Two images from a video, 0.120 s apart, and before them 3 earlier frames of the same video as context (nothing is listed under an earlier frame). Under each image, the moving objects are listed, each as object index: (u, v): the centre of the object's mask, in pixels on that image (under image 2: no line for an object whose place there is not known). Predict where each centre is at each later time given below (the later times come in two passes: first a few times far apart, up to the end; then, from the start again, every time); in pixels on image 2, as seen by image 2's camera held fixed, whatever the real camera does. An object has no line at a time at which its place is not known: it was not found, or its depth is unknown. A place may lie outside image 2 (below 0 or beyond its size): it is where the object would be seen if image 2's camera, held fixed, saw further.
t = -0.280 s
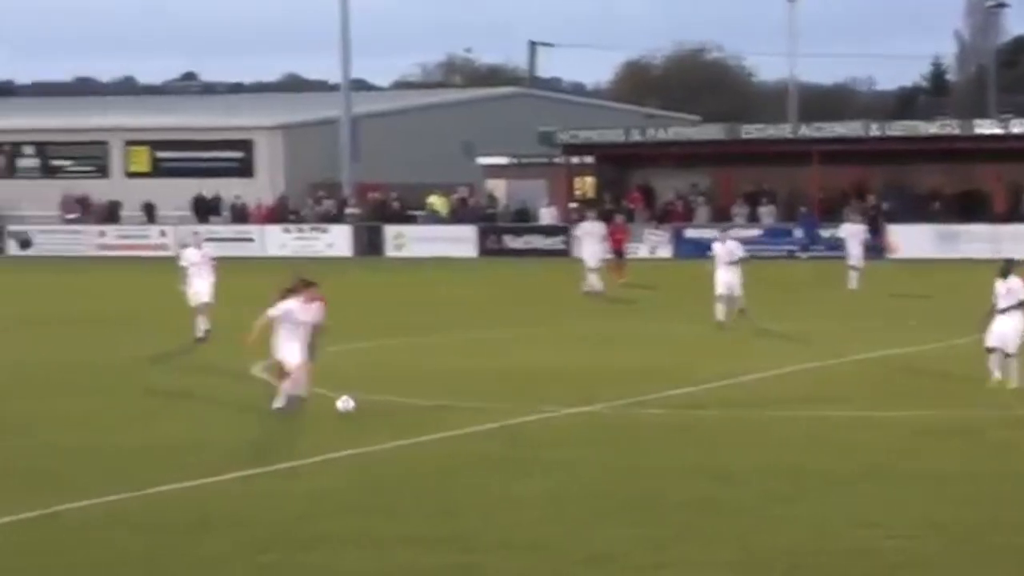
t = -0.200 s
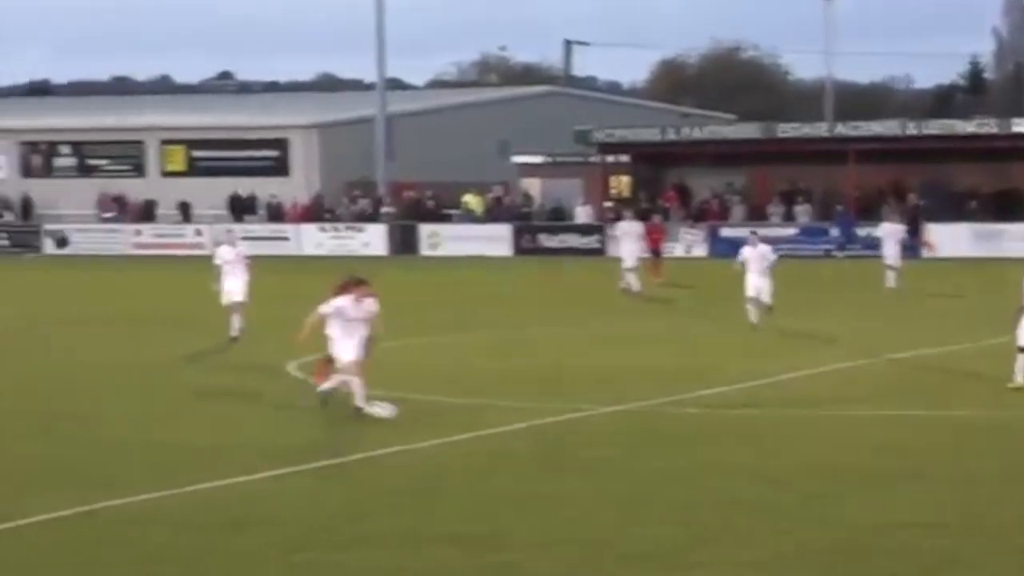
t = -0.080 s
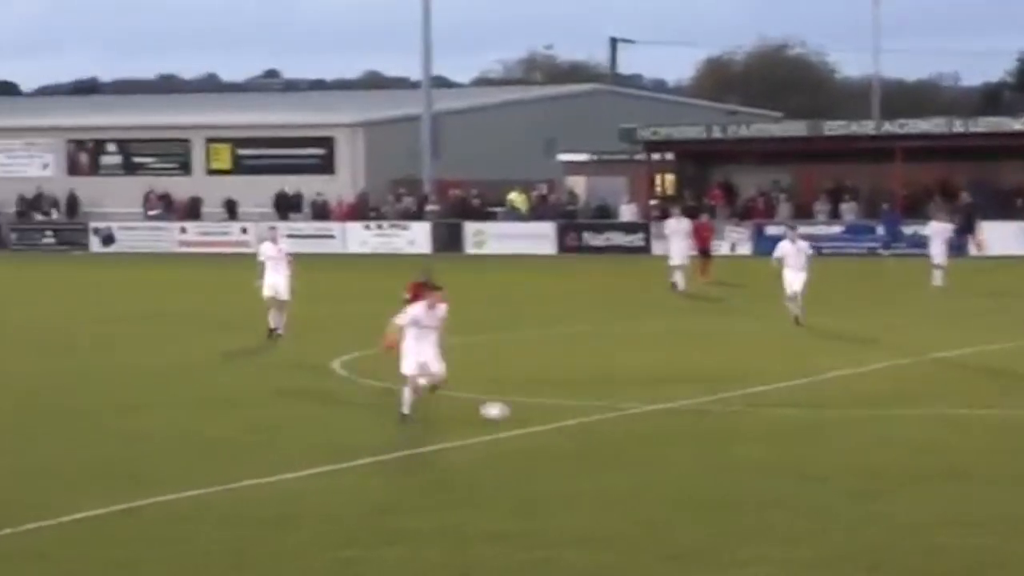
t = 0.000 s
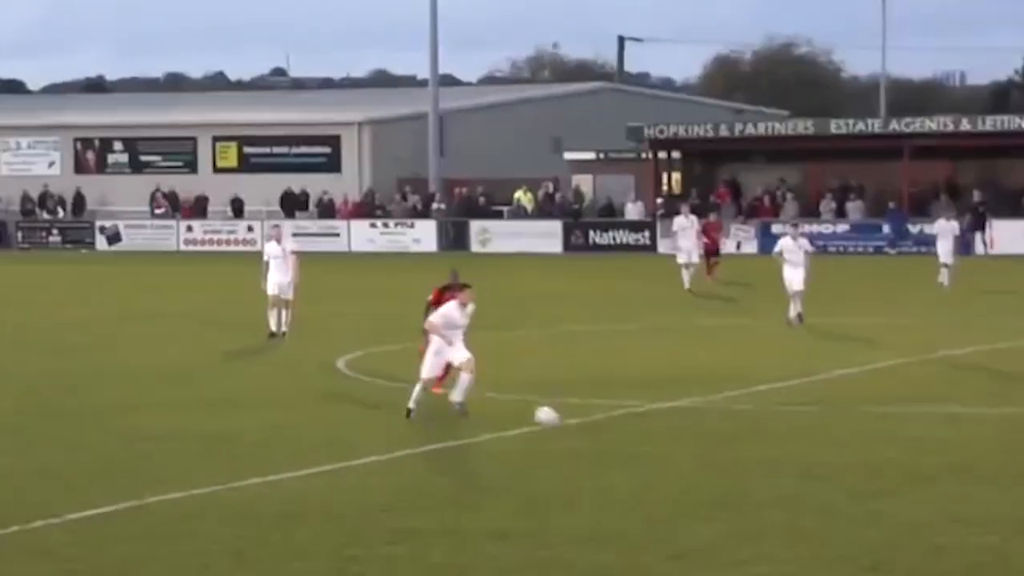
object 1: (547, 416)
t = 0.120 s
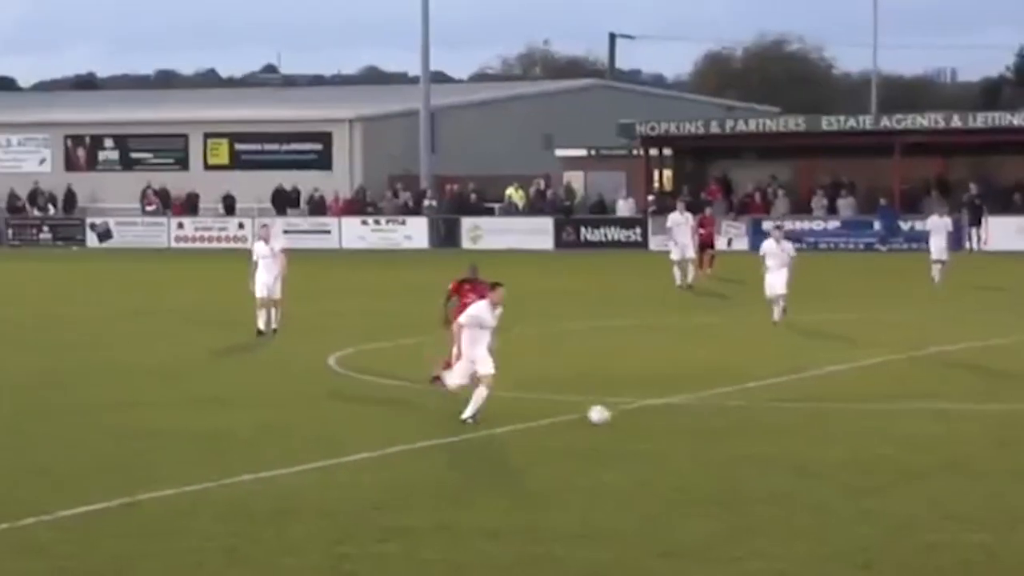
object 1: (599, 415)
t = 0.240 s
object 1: (658, 422)
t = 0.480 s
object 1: (757, 430)
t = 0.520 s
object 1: (772, 434)
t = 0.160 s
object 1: (620, 417)
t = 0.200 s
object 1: (640, 422)
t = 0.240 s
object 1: (658, 422)
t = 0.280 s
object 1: (676, 424)
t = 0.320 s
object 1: (694, 426)
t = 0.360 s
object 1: (711, 429)
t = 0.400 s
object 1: (727, 427)
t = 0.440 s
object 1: (742, 428)
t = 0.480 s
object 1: (757, 430)
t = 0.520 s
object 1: (772, 434)
